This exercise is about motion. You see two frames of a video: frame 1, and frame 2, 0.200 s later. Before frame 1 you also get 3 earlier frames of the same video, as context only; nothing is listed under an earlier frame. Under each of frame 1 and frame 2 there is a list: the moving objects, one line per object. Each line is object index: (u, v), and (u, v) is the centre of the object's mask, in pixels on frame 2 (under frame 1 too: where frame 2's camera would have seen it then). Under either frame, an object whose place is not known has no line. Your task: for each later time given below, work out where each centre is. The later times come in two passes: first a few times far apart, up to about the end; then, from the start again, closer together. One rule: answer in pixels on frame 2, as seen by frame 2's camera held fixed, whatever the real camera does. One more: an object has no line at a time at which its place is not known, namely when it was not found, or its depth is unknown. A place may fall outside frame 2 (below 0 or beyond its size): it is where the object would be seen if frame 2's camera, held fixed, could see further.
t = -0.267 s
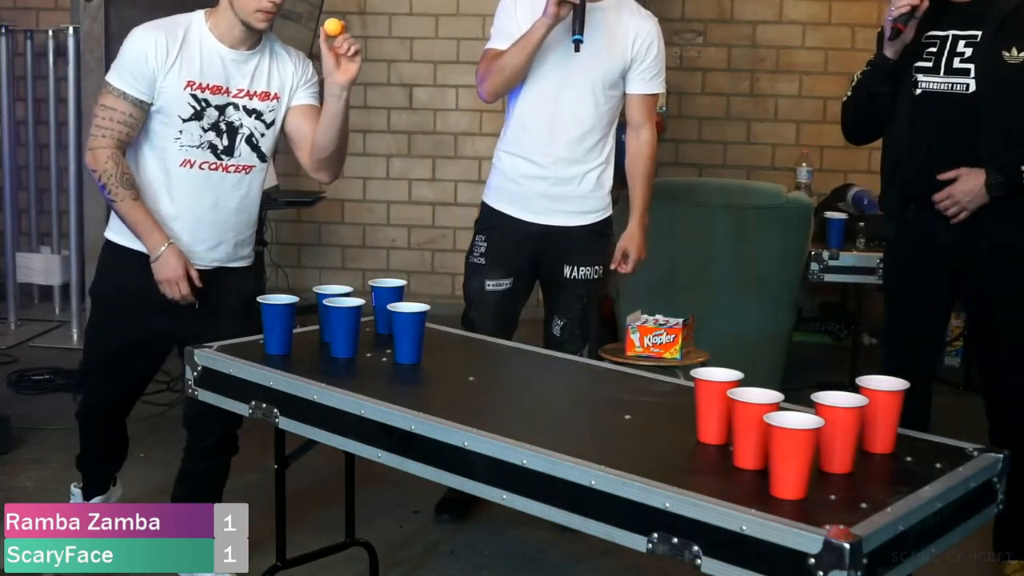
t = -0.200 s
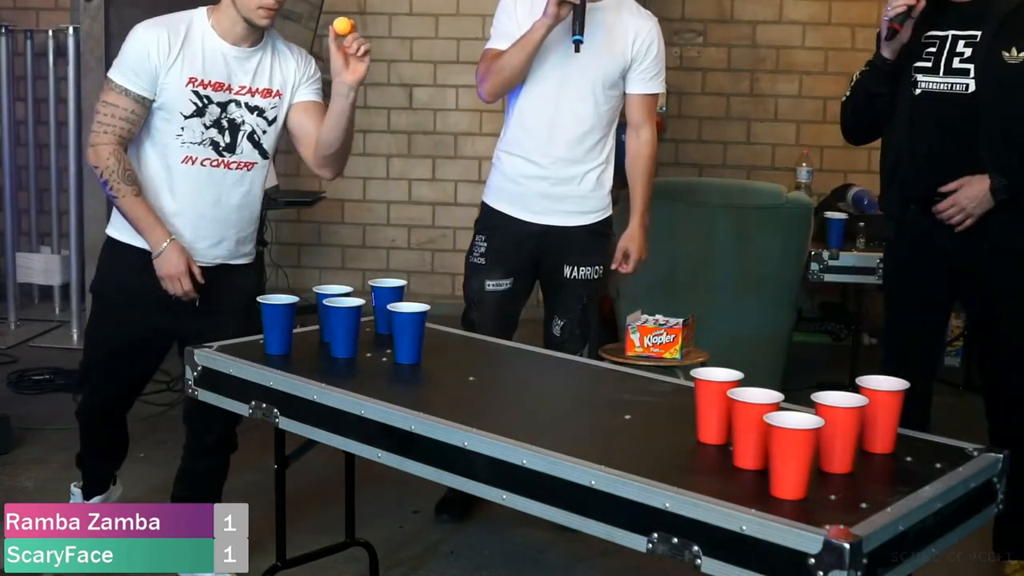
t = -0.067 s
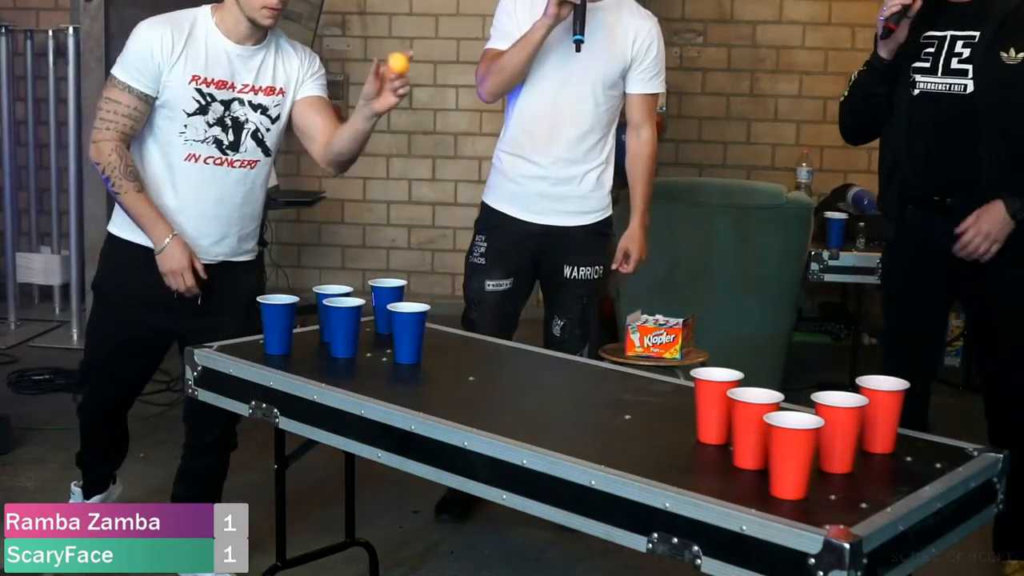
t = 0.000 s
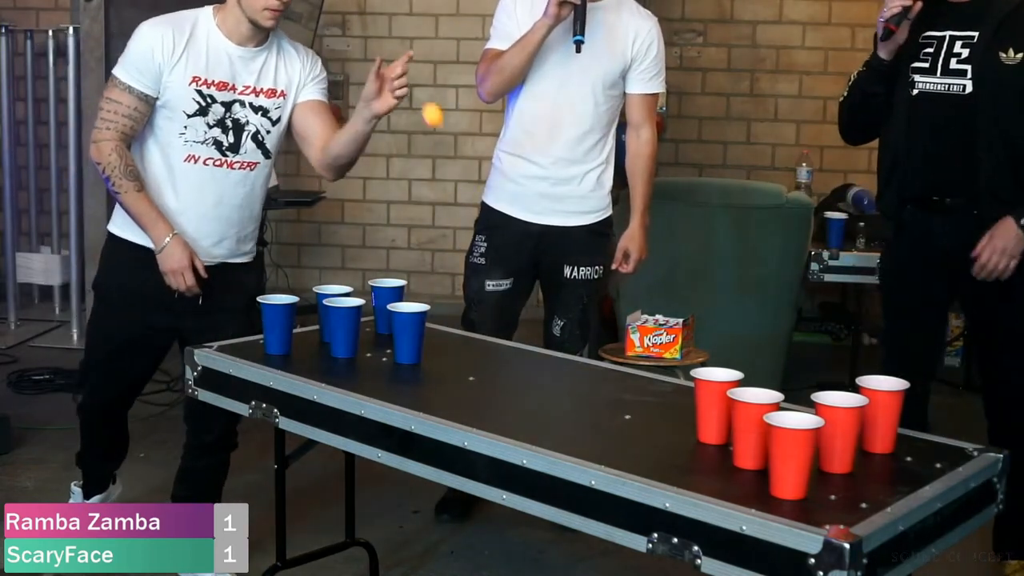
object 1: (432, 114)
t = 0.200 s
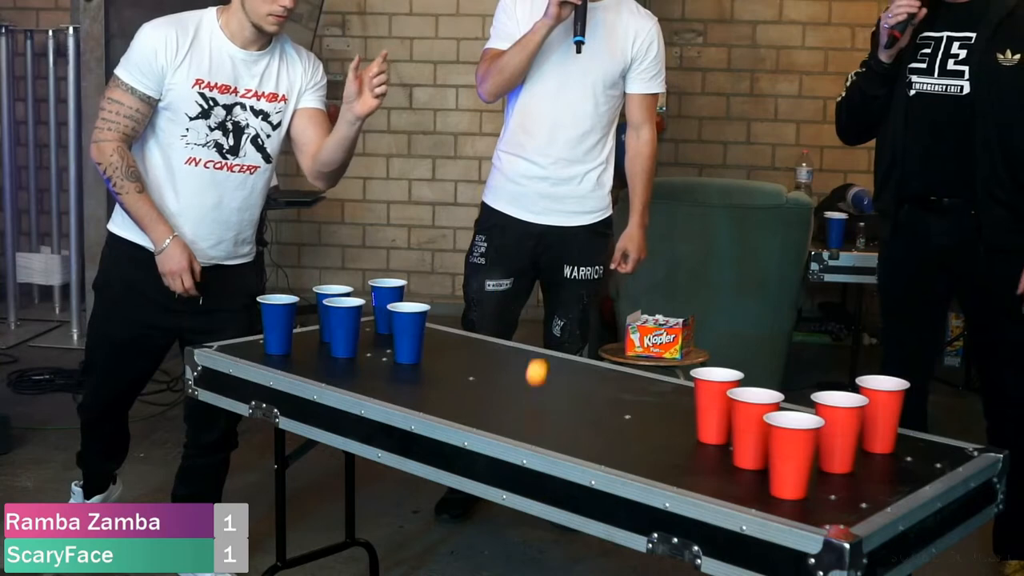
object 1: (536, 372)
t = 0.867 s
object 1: (670, 381)
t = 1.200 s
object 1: (528, 398)
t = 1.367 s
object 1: (500, 499)
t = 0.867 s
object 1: (670, 381)
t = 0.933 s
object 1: (631, 378)
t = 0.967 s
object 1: (609, 383)
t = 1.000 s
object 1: (590, 396)
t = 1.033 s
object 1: (559, 429)
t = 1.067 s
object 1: (546, 429)
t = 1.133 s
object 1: (537, 401)
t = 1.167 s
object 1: (533, 397)
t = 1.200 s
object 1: (528, 398)
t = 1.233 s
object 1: (522, 406)
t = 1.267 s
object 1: (517, 419)
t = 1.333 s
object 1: (505, 467)
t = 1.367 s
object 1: (500, 499)
